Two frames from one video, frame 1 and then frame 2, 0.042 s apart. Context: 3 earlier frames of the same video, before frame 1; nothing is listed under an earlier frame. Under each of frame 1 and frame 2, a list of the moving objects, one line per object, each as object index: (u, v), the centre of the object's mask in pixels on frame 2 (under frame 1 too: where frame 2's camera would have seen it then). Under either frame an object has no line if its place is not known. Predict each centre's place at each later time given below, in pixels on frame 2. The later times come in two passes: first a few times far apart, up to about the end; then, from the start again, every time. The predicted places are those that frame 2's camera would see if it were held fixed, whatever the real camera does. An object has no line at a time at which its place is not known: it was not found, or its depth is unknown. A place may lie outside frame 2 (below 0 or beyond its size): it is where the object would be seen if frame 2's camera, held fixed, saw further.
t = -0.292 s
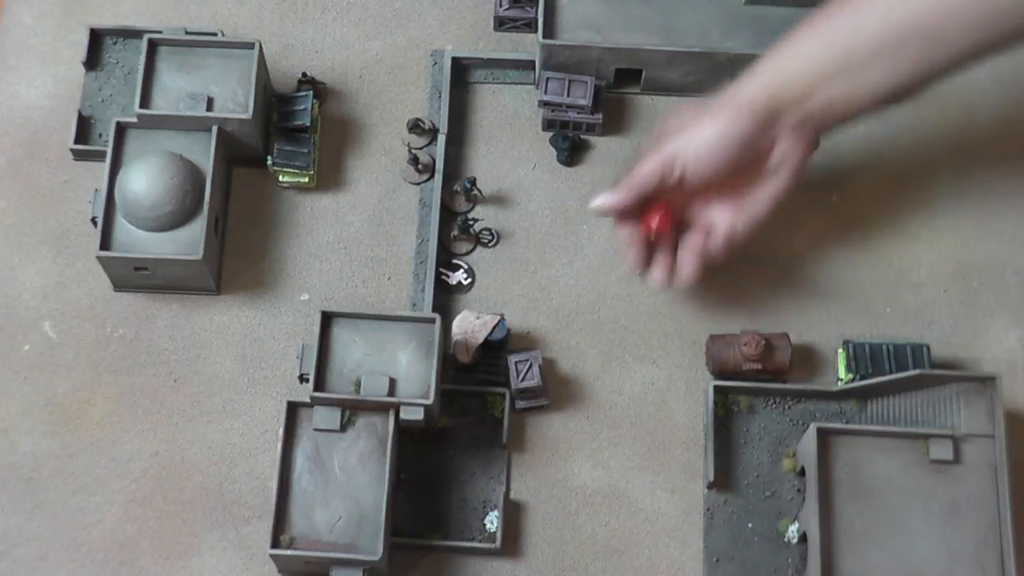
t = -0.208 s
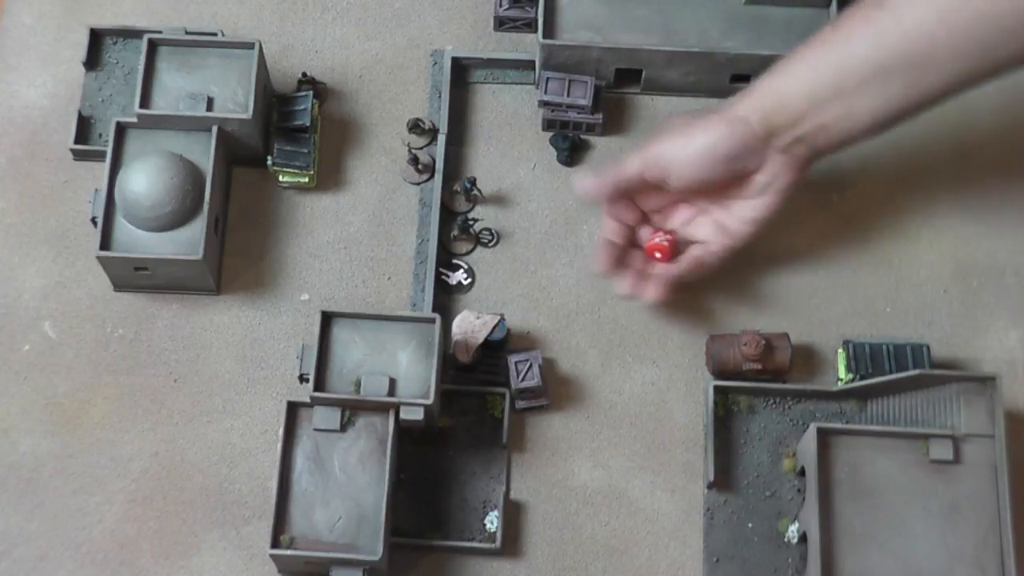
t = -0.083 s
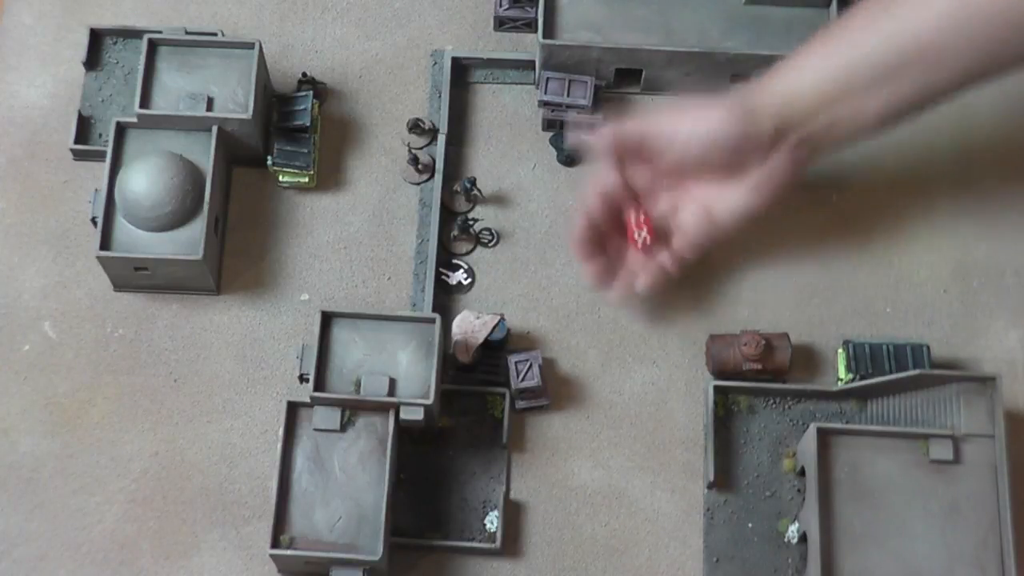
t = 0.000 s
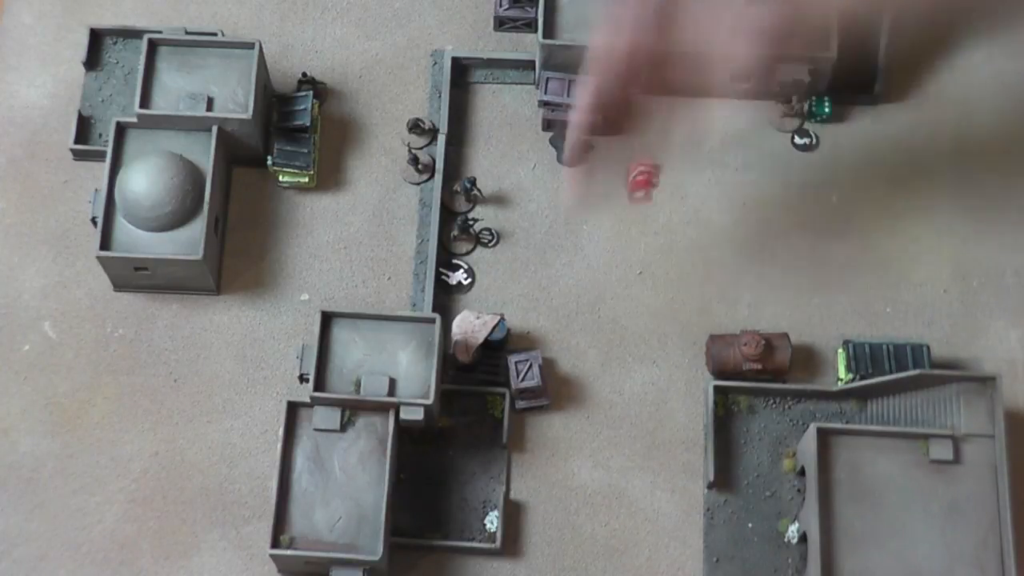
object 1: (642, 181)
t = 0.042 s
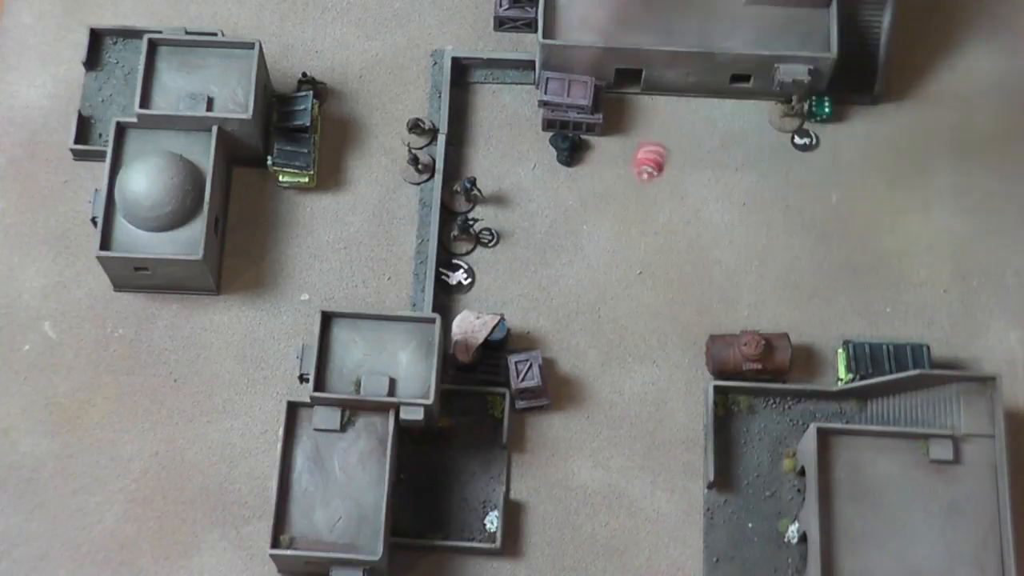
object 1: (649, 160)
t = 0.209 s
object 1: (657, 202)
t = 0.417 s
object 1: (743, 228)
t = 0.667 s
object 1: (767, 209)
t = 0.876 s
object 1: (765, 208)
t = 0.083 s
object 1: (655, 153)
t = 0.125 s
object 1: (659, 159)
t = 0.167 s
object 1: (658, 176)
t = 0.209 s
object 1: (657, 202)
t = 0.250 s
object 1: (653, 234)
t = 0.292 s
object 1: (670, 245)
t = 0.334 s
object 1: (696, 238)
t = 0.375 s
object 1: (719, 230)
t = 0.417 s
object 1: (743, 228)
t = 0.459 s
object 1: (761, 223)
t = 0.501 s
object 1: (774, 219)
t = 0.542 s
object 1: (779, 218)
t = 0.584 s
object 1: (779, 216)
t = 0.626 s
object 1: (774, 213)
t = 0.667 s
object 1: (767, 209)
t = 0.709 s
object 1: (765, 208)
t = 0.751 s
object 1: (765, 208)
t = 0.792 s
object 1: (765, 208)
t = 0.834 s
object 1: (765, 208)
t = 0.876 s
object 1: (765, 208)
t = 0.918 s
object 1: (765, 208)
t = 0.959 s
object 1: (765, 208)
